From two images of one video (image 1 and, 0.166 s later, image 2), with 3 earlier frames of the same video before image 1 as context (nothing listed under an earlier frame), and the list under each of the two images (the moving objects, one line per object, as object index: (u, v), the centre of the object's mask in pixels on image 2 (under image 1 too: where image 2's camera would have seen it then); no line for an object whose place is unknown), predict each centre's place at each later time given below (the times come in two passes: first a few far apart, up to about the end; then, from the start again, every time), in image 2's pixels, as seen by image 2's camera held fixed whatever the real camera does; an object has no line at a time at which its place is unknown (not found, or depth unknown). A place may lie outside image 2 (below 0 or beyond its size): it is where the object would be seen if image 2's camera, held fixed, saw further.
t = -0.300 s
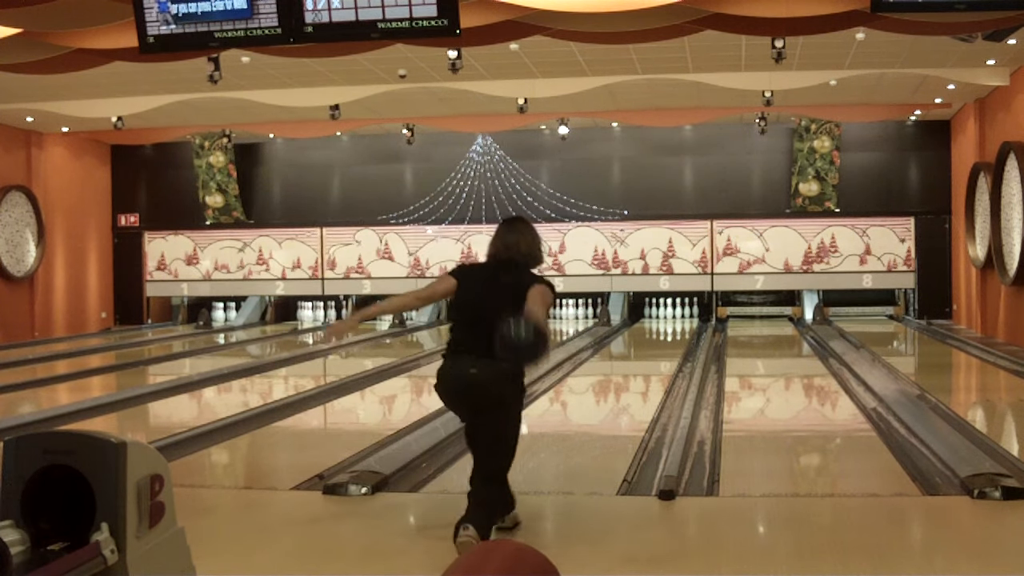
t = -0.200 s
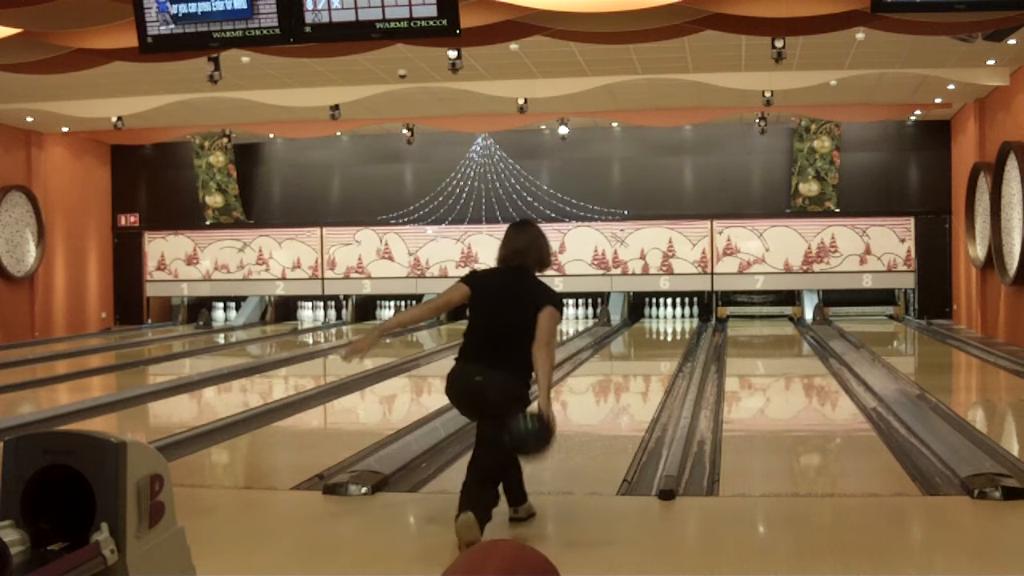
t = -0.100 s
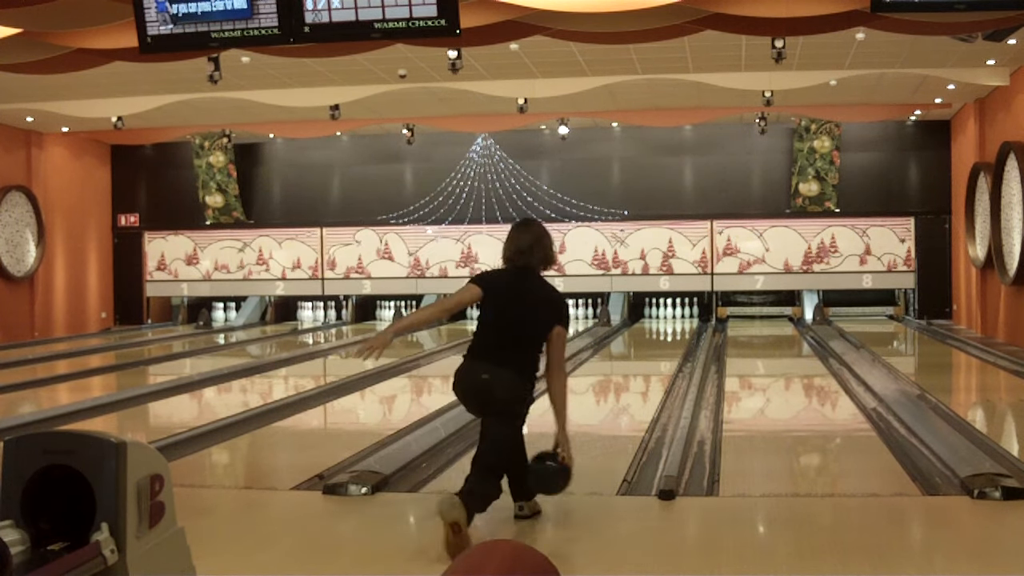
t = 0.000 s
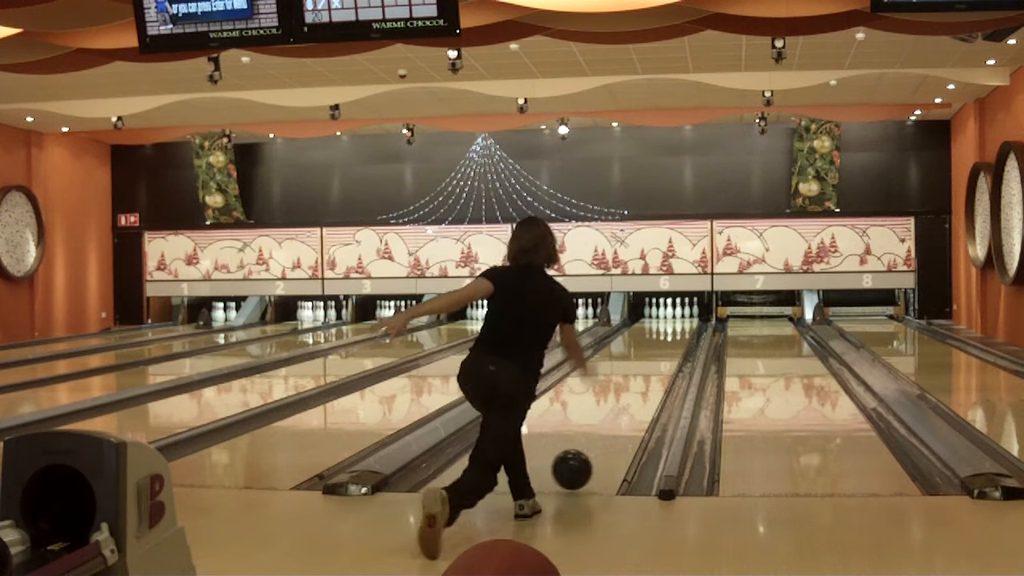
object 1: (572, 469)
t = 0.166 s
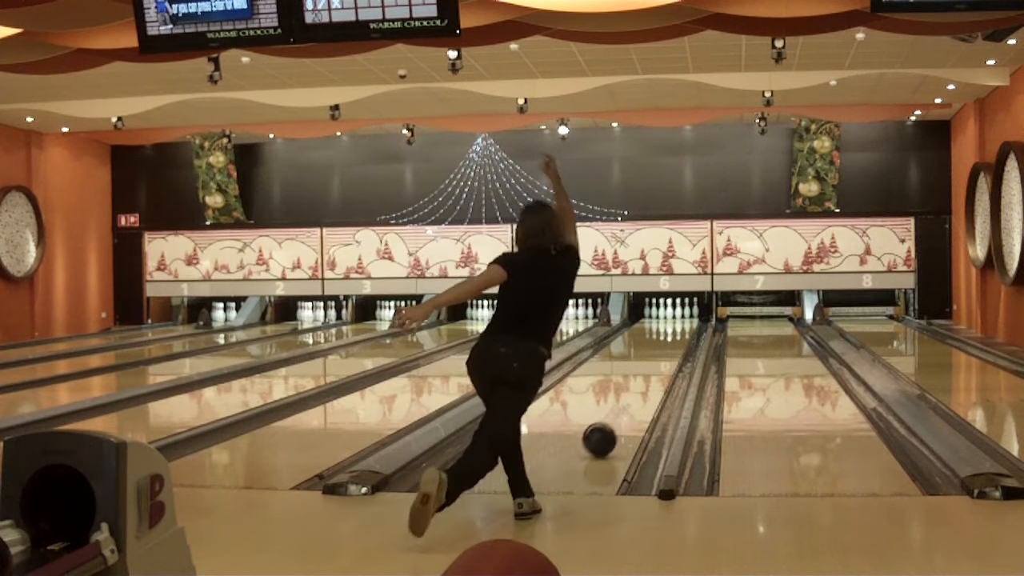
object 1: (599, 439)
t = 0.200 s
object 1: (603, 434)
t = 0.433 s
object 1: (628, 403)
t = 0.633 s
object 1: (643, 384)
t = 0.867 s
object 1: (656, 366)
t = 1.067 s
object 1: (664, 355)
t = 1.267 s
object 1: (670, 346)
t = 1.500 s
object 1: (675, 337)
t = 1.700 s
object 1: (678, 331)
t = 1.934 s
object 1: (679, 325)
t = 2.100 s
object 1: (678, 321)
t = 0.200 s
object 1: (603, 434)
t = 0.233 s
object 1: (608, 429)
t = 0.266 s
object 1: (612, 424)
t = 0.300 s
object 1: (615, 419)
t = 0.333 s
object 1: (619, 415)
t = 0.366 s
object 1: (622, 411)
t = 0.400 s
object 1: (625, 407)
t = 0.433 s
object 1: (628, 403)
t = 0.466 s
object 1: (631, 399)
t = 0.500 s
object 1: (634, 396)
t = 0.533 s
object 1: (636, 393)
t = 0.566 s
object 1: (639, 389)
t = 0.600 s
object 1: (641, 386)
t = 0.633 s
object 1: (643, 384)
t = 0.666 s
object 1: (645, 381)
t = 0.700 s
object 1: (647, 378)
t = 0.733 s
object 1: (649, 376)
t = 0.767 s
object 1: (651, 374)
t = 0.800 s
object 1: (653, 371)
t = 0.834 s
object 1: (654, 369)
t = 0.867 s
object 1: (656, 366)
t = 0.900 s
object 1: (657, 364)
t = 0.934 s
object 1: (659, 362)
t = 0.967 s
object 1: (660, 361)
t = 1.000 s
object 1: (661, 358)
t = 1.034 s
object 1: (663, 357)
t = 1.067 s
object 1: (664, 355)
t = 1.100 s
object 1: (665, 353)
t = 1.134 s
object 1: (666, 352)
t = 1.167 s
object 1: (667, 350)
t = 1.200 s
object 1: (668, 349)
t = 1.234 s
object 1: (669, 348)
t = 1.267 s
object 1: (670, 346)
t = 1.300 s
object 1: (671, 345)
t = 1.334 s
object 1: (671, 343)
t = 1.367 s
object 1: (672, 342)
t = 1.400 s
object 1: (673, 340)
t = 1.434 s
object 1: (673, 339)
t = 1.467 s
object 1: (674, 338)
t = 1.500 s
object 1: (675, 337)
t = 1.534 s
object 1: (675, 336)
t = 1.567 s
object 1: (676, 335)
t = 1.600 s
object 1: (676, 334)
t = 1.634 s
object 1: (677, 333)
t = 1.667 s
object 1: (677, 332)
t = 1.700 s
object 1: (678, 331)
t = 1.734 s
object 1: (678, 330)
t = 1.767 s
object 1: (678, 329)
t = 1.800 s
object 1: (678, 328)
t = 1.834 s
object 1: (678, 327)
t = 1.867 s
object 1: (679, 326)
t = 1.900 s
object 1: (679, 326)
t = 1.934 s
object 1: (679, 325)
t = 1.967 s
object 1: (679, 324)
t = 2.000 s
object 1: (679, 323)
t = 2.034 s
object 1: (679, 322)
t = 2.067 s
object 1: (679, 321)
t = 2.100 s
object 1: (678, 321)
